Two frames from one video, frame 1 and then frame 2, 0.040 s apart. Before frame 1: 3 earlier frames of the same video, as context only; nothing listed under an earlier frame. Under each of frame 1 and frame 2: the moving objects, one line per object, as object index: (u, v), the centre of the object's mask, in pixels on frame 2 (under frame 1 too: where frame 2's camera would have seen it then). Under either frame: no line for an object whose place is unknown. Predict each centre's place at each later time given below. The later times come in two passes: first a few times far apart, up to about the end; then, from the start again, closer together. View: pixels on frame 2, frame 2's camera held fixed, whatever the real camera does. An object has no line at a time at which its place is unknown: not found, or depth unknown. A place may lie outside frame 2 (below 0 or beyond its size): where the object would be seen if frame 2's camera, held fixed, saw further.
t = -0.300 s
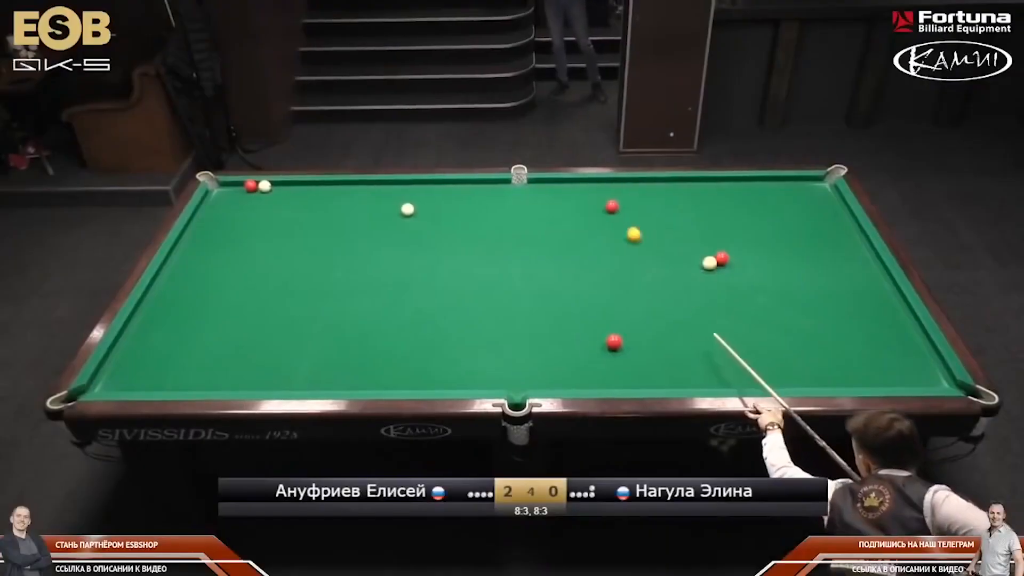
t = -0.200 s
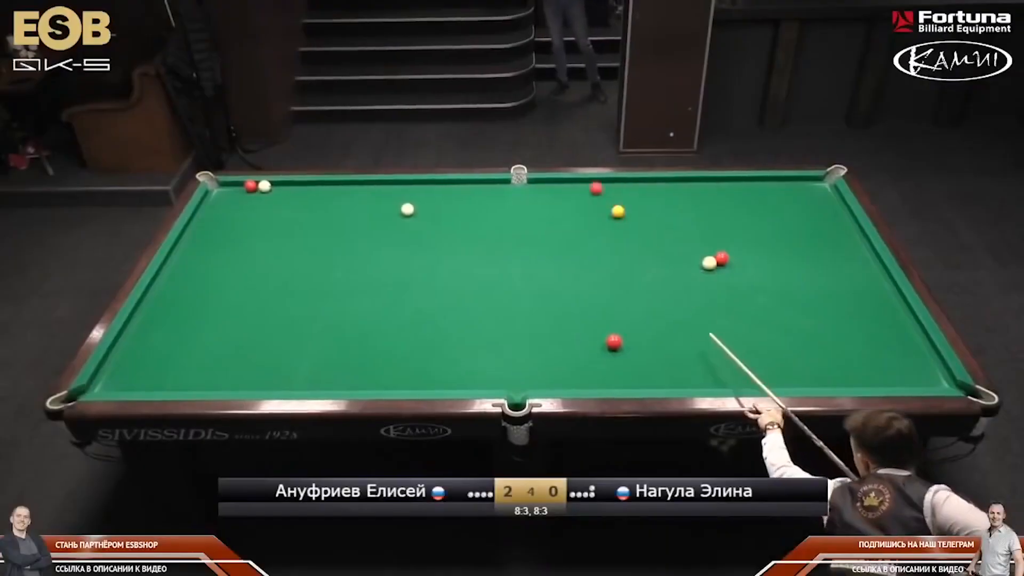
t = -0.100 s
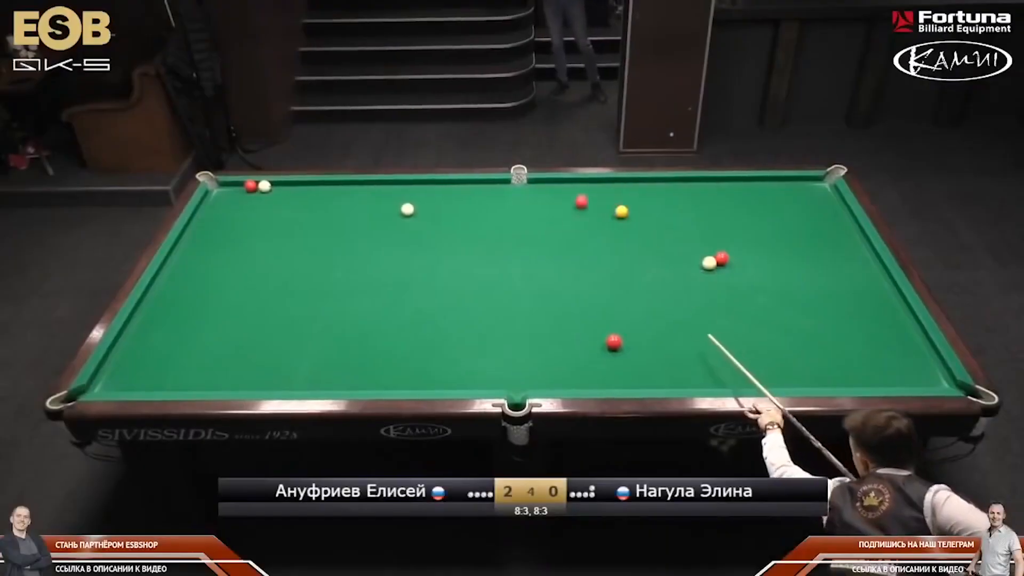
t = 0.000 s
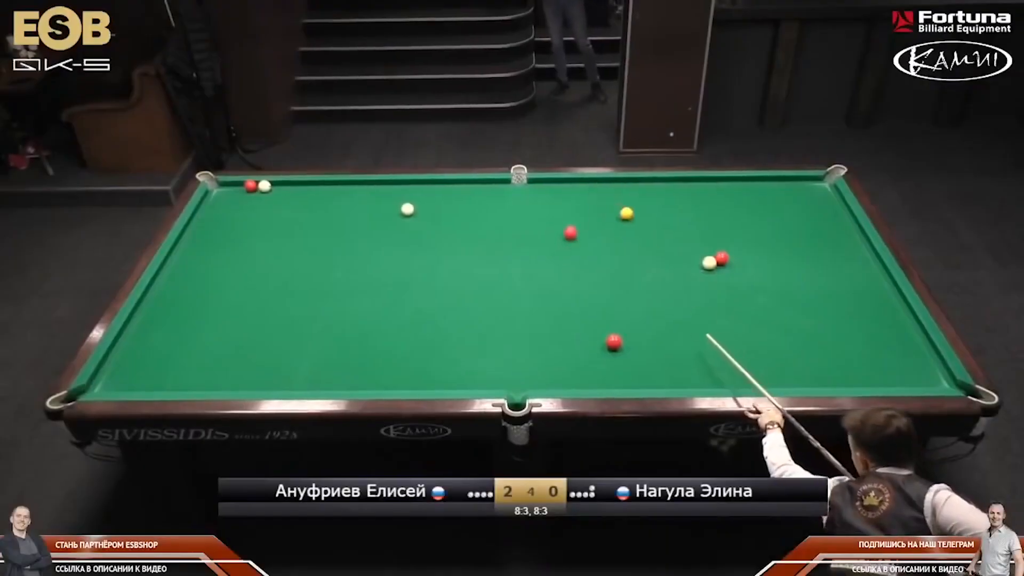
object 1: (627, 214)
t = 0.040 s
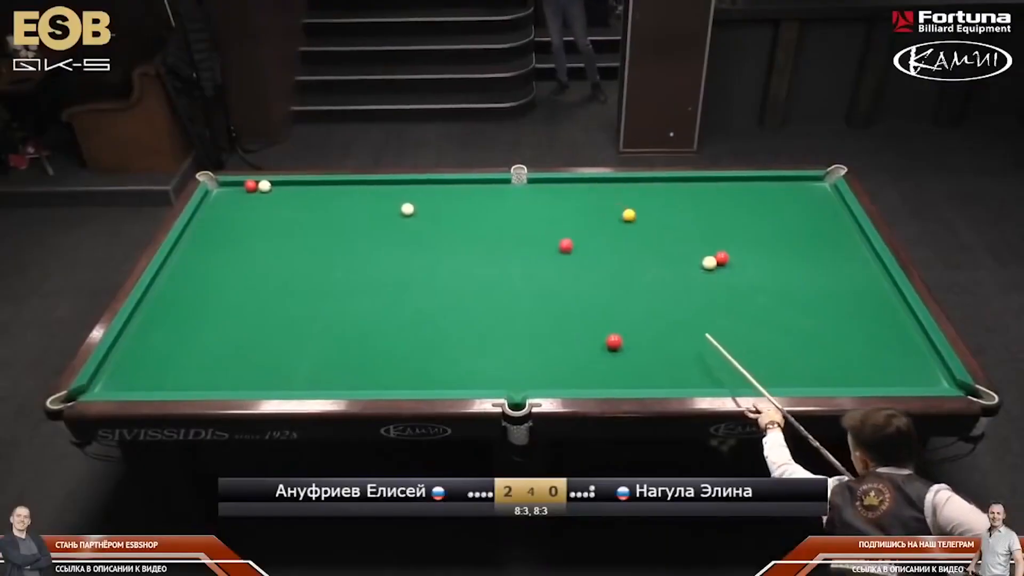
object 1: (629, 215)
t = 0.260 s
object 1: (643, 225)
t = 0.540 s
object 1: (660, 238)
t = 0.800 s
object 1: (676, 249)
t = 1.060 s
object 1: (692, 261)
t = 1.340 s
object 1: (702, 273)
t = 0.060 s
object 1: (630, 216)
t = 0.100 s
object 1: (633, 218)
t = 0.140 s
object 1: (635, 219)
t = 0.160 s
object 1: (636, 220)
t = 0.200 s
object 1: (639, 222)
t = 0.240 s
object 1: (641, 224)
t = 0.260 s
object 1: (643, 225)
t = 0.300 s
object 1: (645, 227)
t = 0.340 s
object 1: (647, 228)
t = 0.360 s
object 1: (649, 229)
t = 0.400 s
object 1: (651, 231)
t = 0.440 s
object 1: (654, 233)
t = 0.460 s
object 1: (655, 234)
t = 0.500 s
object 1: (658, 236)
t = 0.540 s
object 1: (660, 238)
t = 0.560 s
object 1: (661, 238)
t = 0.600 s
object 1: (664, 240)
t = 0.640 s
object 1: (666, 242)
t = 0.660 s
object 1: (667, 243)
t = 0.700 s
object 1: (670, 245)
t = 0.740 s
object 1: (673, 246)
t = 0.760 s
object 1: (674, 247)
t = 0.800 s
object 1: (676, 249)
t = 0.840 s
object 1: (679, 251)
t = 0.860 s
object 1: (680, 252)
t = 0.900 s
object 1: (683, 253)
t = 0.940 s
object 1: (685, 255)
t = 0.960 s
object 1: (686, 256)
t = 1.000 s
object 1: (689, 258)
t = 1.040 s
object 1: (691, 260)
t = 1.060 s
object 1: (692, 261)
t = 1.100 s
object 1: (695, 263)
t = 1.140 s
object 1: (697, 265)
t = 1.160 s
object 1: (697, 265)
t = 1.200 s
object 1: (698, 267)
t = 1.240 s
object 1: (699, 269)
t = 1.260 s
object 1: (699, 270)
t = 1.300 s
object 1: (701, 271)
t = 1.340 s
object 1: (702, 273)
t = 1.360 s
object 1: (702, 274)
